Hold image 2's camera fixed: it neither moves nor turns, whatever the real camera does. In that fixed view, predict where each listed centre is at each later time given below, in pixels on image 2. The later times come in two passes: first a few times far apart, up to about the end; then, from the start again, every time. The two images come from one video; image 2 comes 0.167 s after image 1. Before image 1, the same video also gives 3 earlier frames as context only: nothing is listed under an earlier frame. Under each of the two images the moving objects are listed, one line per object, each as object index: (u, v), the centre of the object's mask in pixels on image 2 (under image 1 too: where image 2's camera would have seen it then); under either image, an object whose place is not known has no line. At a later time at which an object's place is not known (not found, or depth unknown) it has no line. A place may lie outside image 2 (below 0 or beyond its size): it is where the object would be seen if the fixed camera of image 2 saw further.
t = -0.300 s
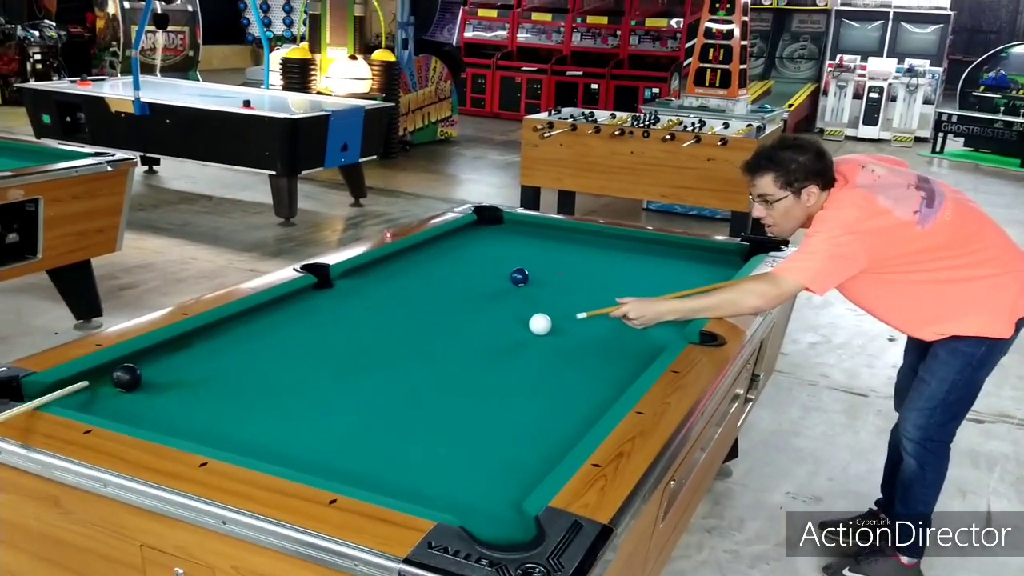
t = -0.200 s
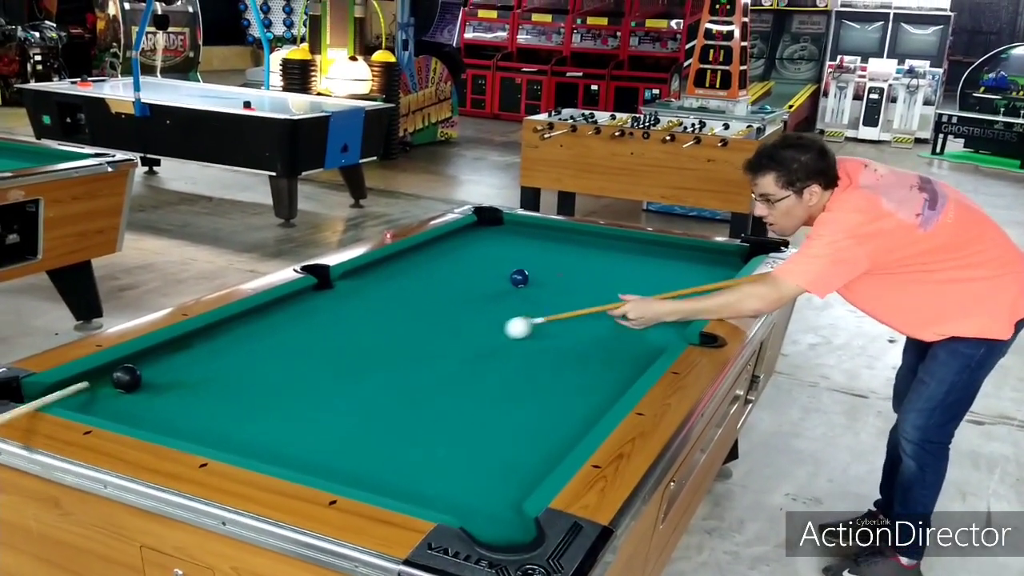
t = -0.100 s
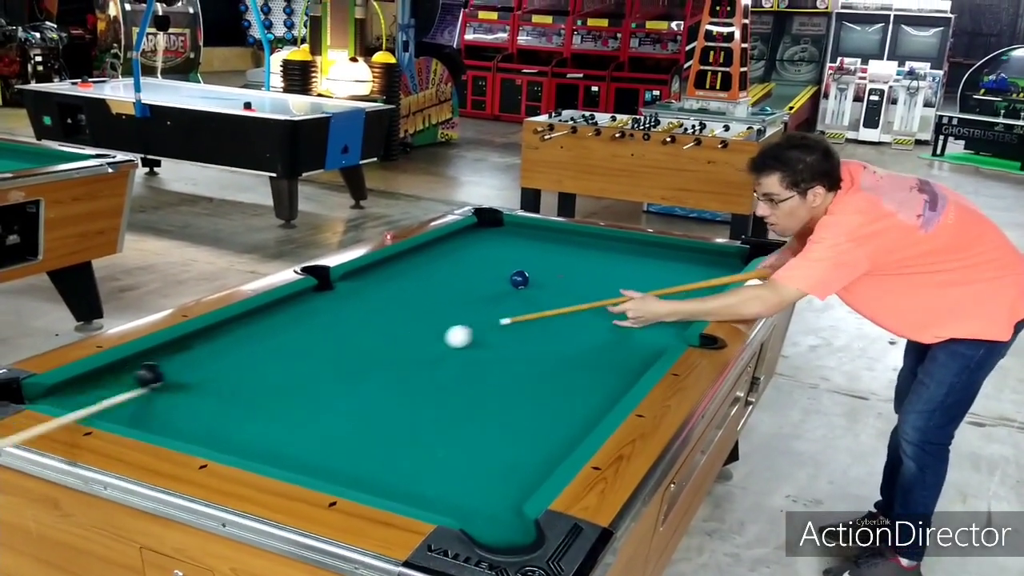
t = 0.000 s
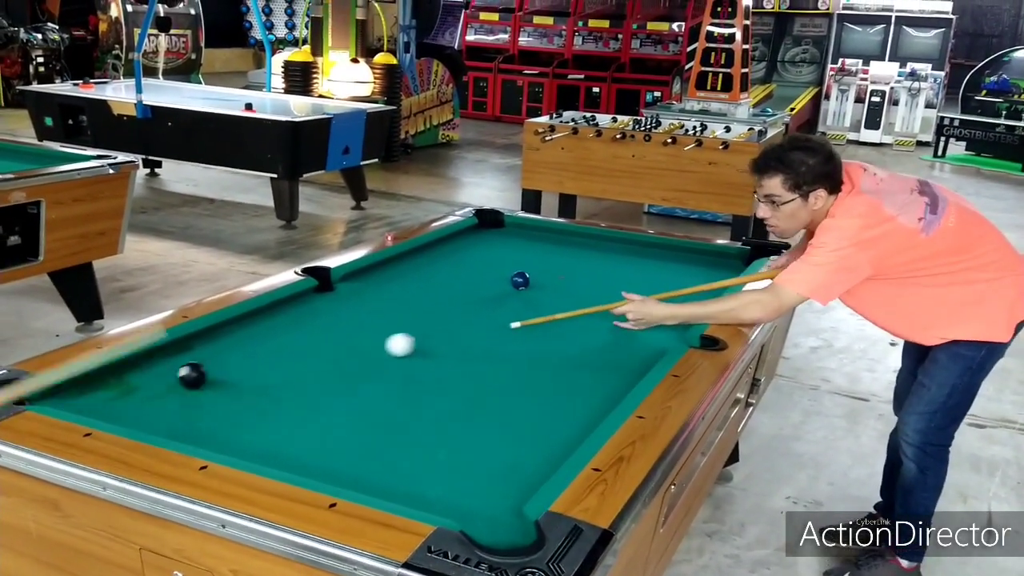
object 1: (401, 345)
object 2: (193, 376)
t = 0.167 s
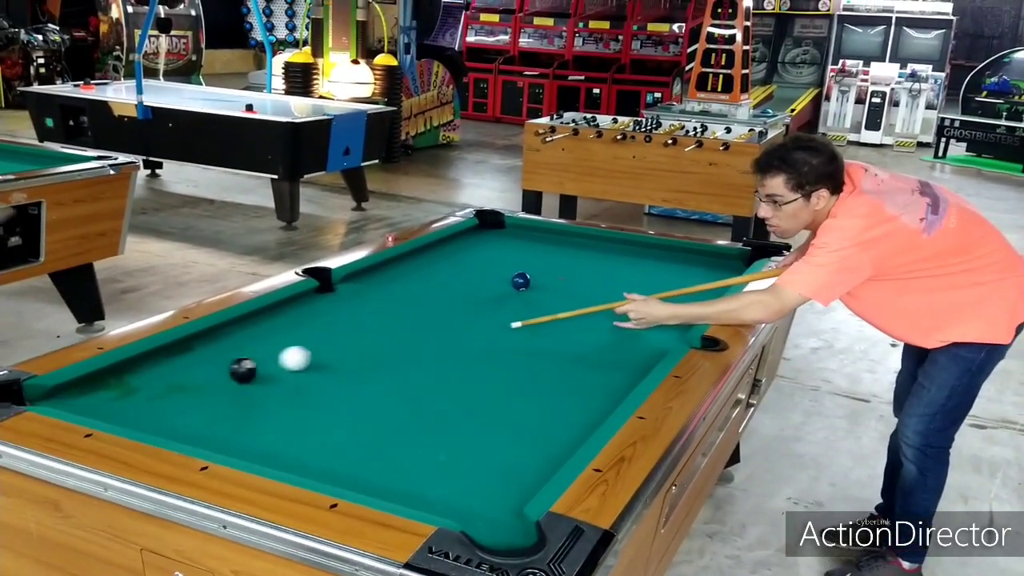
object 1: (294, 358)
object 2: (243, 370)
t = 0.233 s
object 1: (269, 357)
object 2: (240, 375)
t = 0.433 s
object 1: (234, 341)
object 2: (195, 405)
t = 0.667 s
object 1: (232, 333)
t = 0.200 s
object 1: (274, 360)
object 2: (250, 369)
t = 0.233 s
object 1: (269, 357)
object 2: (240, 375)
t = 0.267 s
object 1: (265, 354)
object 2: (231, 381)
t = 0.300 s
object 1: (261, 351)
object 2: (222, 387)
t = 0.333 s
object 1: (254, 348)
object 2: (214, 392)
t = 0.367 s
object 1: (247, 346)
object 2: (207, 396)
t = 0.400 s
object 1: (240, 343)
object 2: (202, 401)
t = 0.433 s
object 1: (234, 341)
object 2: (195, 405)
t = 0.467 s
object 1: (227, 339)
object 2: (190, 410)
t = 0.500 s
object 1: (221, 336)
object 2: (183, 415)
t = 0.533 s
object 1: (215, 334)
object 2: (177, 419)
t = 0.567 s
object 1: (214, 333)
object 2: (171, 424)
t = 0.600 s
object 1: (220, 333)
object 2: (164, 427)
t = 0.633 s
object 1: (226, 333)
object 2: (159, 429)
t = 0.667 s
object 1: (232, 333)
